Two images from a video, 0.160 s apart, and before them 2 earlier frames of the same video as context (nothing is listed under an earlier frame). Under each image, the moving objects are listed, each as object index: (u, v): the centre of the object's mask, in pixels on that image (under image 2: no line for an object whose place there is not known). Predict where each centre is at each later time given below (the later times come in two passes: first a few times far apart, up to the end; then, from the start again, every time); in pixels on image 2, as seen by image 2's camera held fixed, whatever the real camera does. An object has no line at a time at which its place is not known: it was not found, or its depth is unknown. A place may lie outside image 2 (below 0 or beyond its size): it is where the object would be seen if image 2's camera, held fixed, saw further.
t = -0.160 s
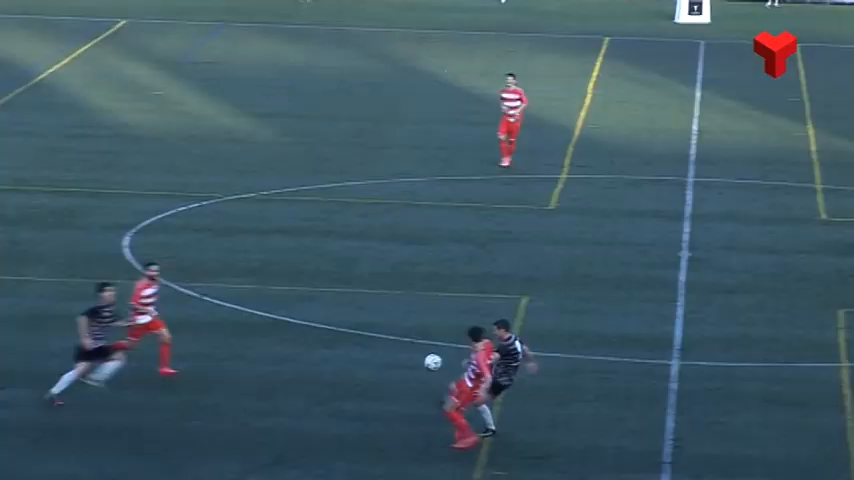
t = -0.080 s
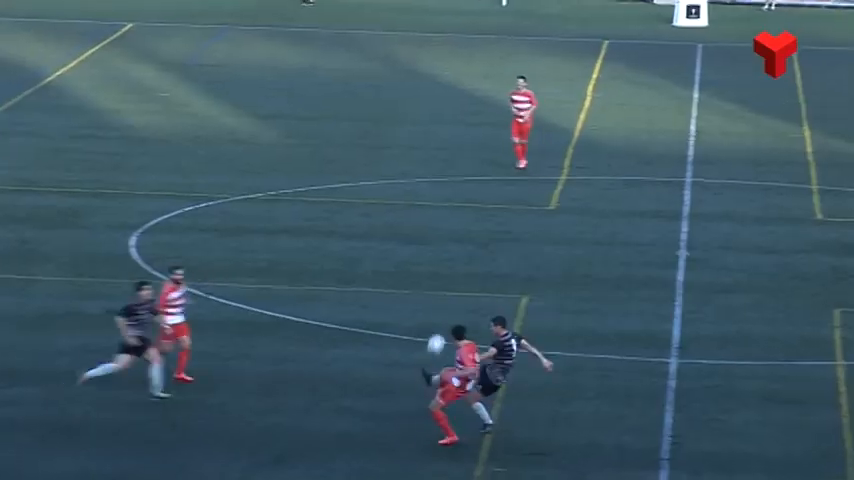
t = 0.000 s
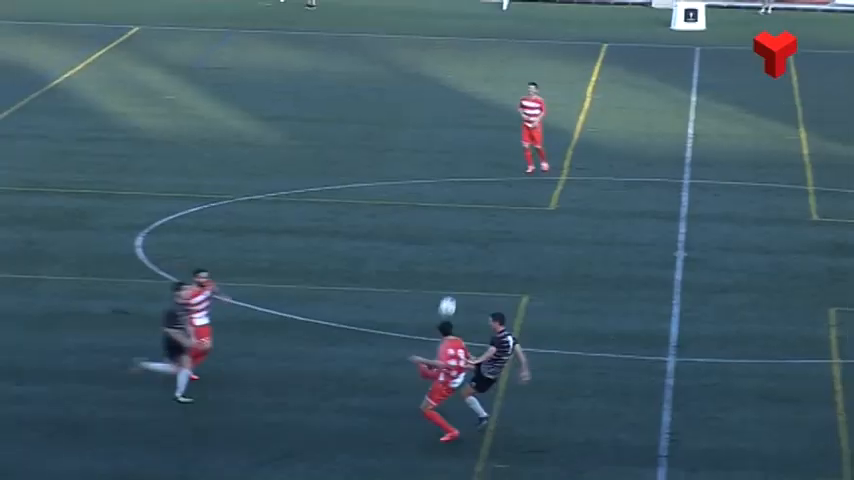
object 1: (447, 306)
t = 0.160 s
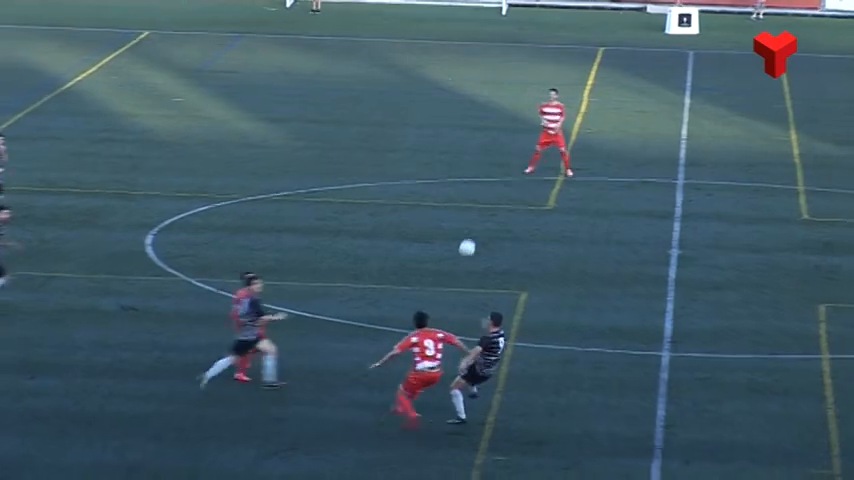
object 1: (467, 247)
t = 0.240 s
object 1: (477, 227)
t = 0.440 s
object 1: (497, 196)
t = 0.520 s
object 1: (505, 192)
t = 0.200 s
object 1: (472, 236)
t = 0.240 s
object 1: (477, 227)
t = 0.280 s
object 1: (481, 218)
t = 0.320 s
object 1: (485, 210)
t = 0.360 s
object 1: (489, 205)
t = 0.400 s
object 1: (494, 199)
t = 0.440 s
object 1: (497, 196)
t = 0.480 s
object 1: (501, 193)
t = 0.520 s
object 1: (505, 192)
